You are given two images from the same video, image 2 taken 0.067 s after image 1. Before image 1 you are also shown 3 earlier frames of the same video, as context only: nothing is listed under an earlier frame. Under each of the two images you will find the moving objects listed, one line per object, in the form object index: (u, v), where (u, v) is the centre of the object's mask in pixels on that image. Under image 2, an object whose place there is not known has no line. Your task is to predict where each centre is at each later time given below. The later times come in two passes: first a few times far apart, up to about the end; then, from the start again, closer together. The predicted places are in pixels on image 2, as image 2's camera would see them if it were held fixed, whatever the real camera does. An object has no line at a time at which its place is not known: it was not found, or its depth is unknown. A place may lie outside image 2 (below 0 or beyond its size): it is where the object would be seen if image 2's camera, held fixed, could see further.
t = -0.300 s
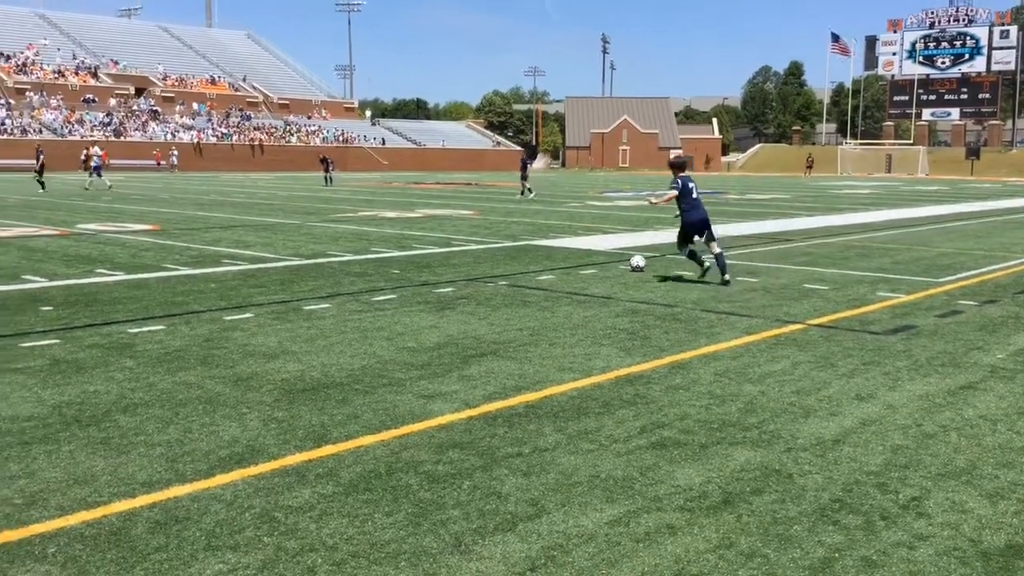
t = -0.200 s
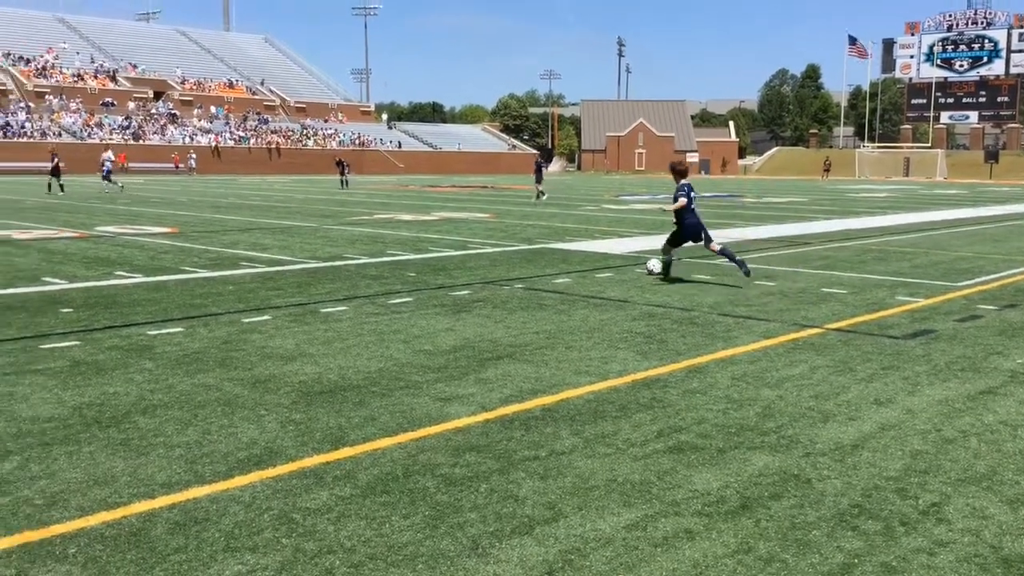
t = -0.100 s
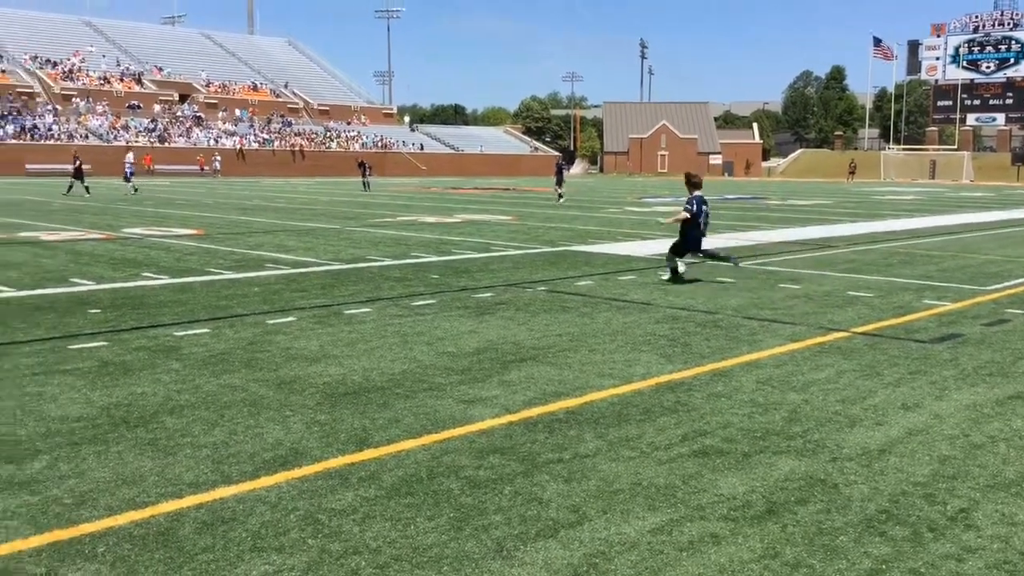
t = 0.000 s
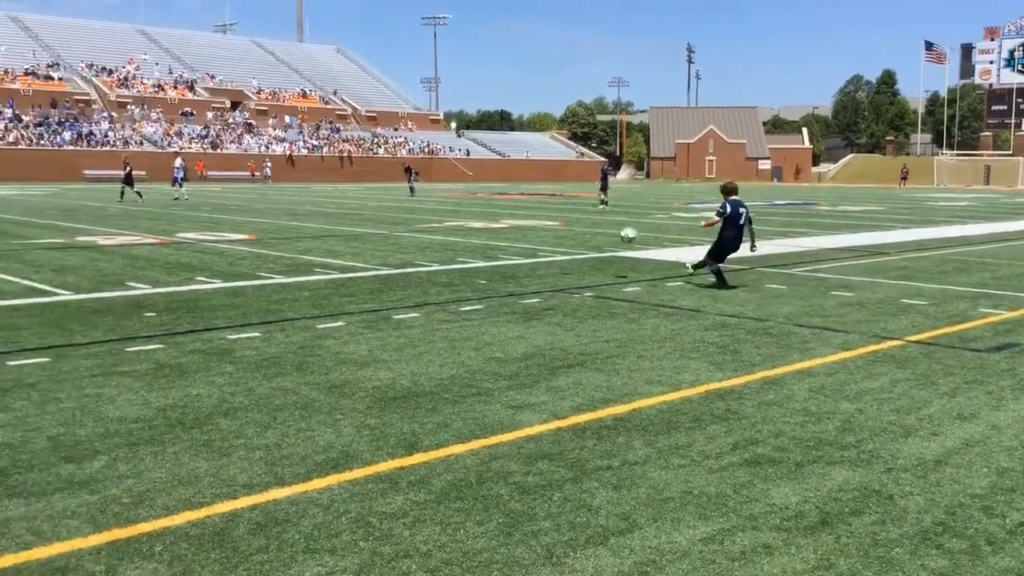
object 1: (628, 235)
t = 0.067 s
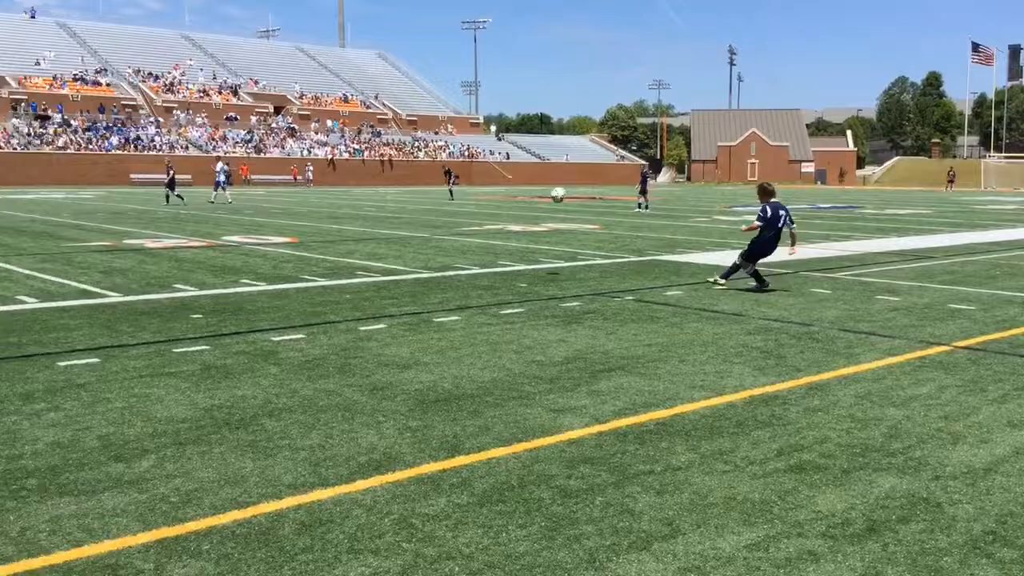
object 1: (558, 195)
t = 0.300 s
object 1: (226, 77)
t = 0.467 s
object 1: (23, 25)
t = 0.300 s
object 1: (226, 77)
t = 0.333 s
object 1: (186, 66)
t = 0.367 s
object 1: (143, 55)
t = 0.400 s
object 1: (101, 44)
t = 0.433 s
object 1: (62, 35)
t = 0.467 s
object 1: (23, 25)
